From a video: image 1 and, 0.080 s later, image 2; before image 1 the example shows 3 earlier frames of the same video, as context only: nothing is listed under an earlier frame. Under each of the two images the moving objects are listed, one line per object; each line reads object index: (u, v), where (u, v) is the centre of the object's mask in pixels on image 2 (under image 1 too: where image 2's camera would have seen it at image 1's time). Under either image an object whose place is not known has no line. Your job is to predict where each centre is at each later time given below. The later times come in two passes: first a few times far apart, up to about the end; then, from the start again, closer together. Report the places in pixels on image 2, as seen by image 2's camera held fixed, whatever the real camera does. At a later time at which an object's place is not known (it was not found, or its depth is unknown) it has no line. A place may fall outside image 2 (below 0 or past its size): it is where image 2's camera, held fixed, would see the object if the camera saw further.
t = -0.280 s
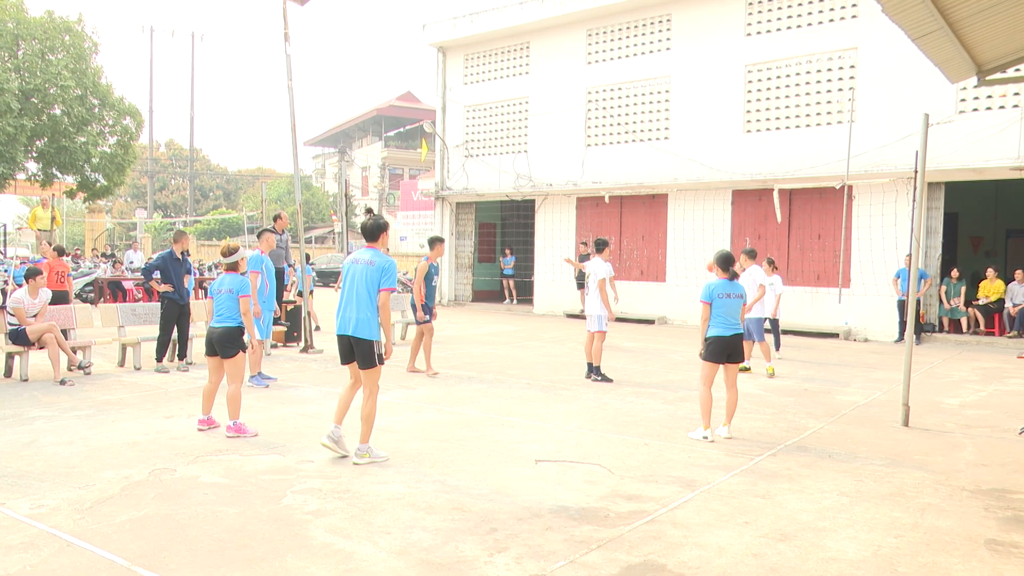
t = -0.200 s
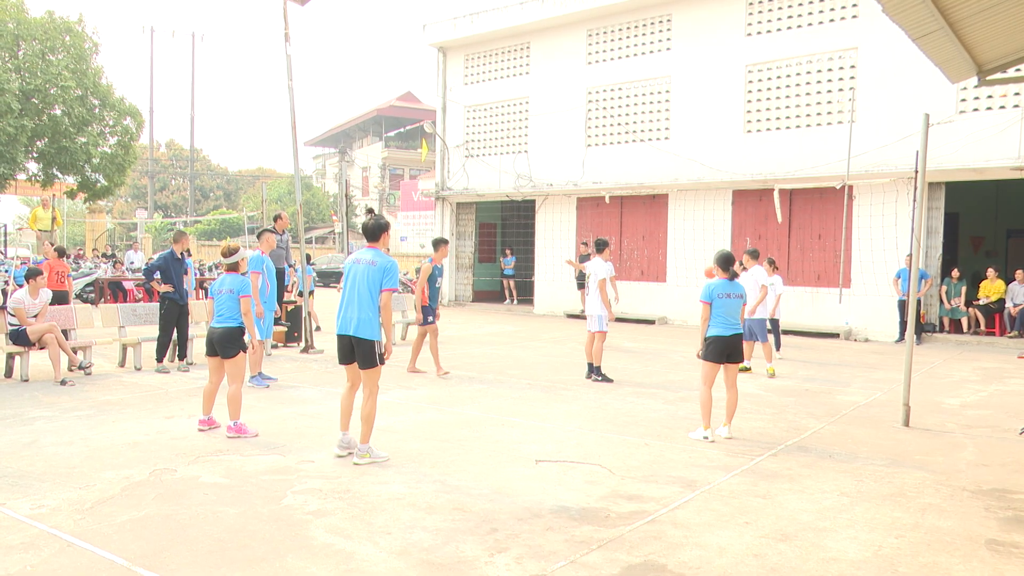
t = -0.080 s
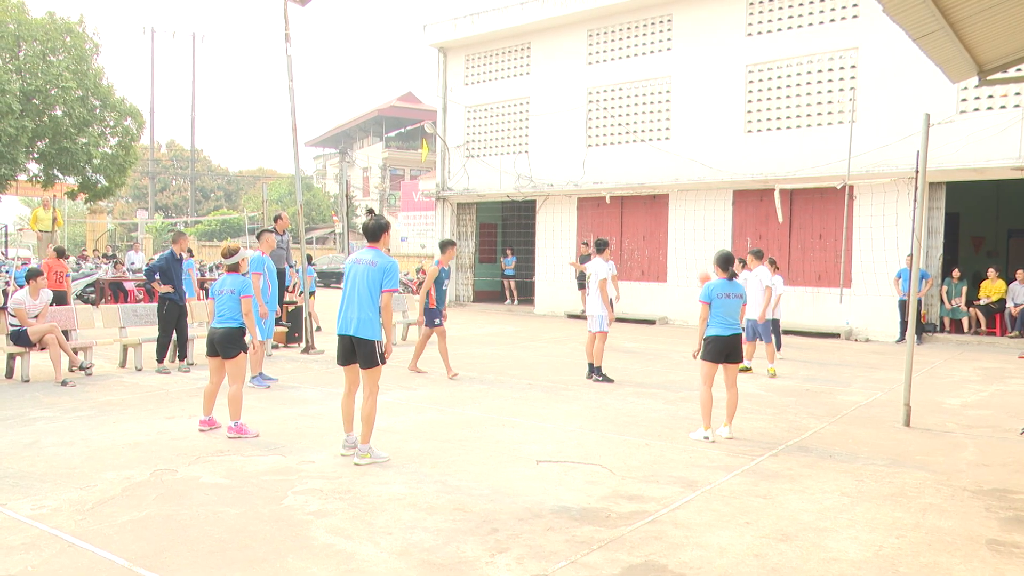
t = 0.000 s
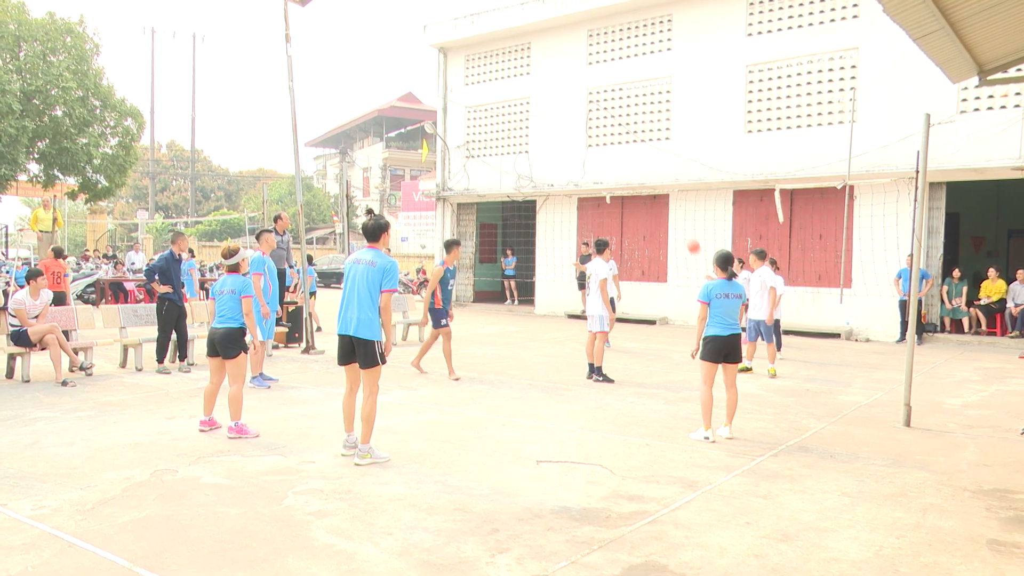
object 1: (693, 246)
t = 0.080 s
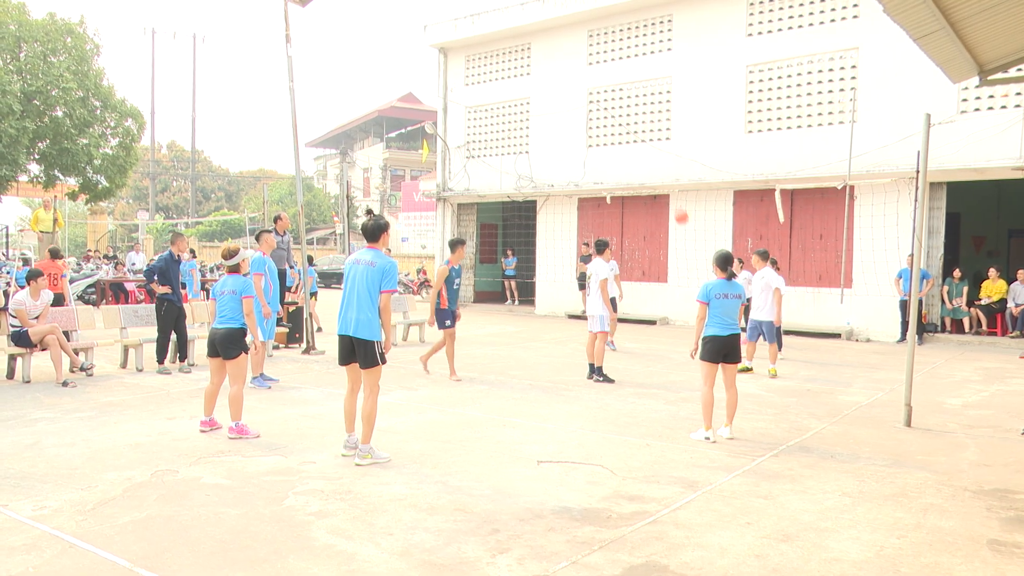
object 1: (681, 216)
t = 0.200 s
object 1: (660, 176)
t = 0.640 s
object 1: (559, 91)
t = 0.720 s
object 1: (536, 89)
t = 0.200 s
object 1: (660, 176)
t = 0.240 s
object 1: (652, 165)
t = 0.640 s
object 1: (559, 91)
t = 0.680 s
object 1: (547, 89)
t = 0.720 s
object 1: (536, 89)
